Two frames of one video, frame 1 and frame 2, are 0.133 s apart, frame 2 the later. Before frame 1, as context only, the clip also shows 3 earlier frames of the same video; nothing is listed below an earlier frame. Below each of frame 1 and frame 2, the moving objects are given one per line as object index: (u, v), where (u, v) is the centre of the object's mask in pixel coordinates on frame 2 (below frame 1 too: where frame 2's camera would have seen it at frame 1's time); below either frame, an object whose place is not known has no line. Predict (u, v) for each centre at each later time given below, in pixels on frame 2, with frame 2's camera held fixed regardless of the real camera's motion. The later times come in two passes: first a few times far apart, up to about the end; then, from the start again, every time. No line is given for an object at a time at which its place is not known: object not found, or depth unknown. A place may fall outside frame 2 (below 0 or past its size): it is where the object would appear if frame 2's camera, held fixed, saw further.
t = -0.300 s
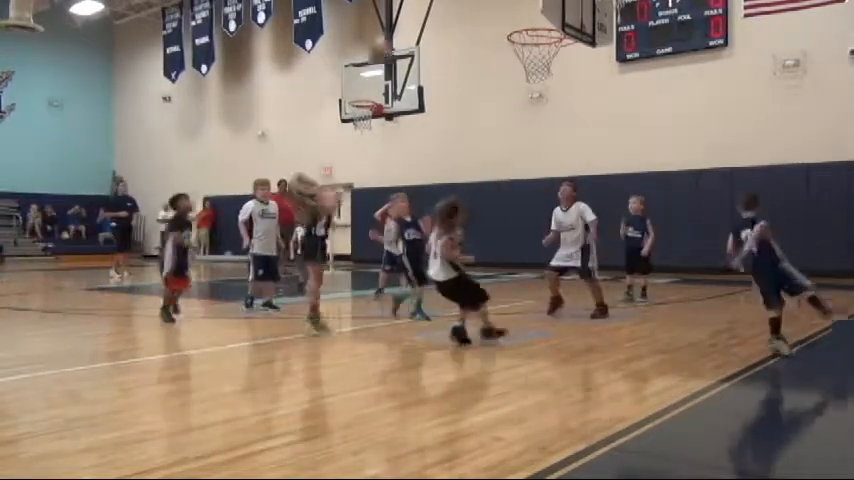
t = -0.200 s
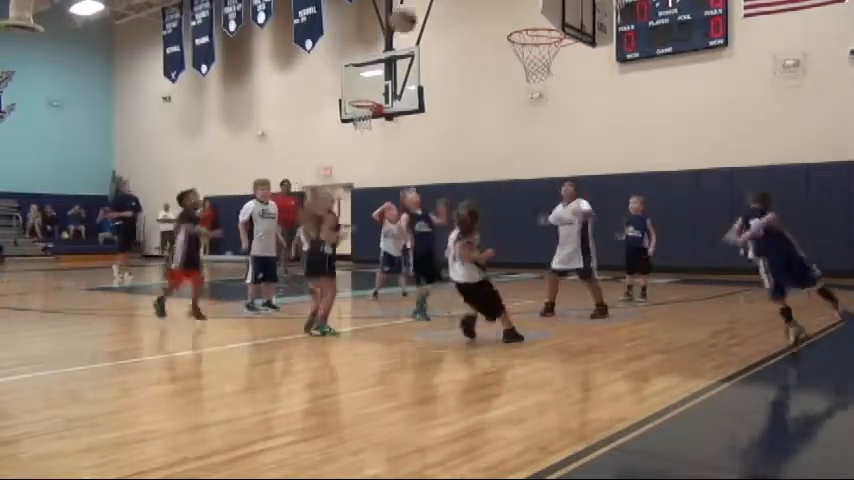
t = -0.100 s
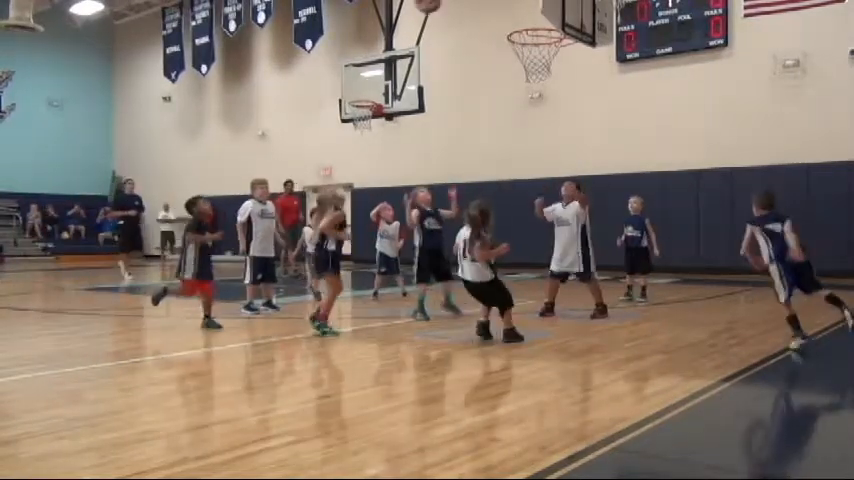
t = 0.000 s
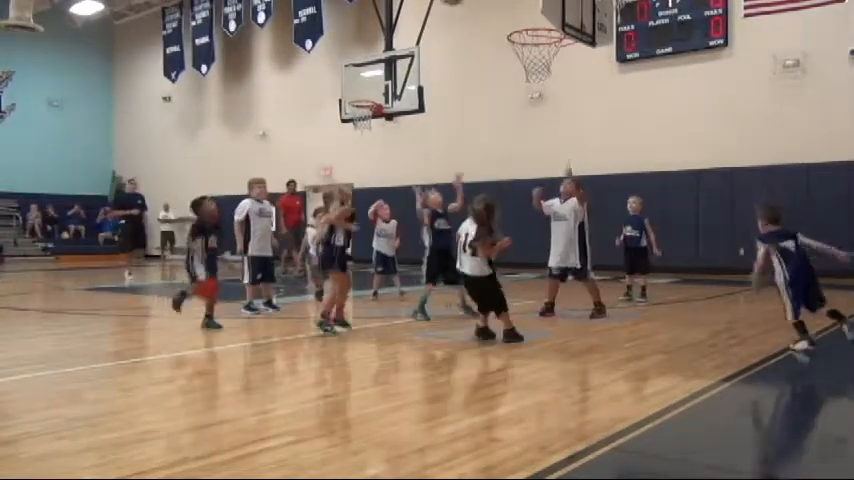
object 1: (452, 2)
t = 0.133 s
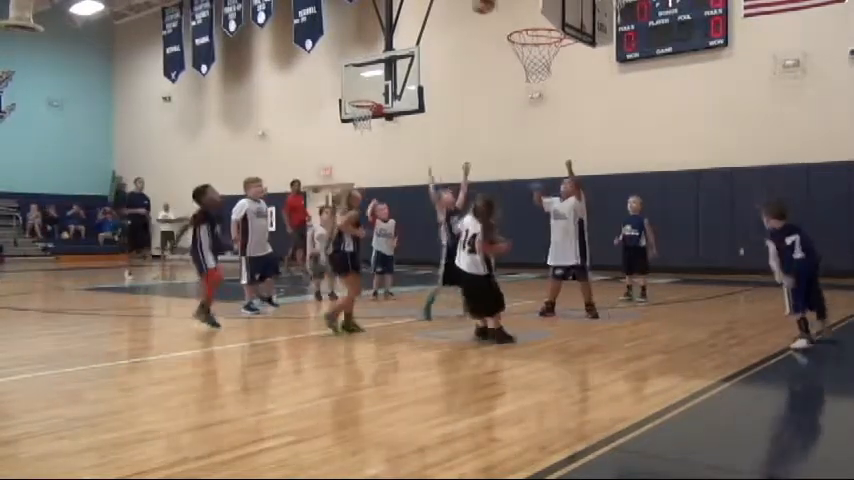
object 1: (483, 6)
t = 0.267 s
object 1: (505, 20)
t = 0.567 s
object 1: (475, 40)
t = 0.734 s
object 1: (458, 101)
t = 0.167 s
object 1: (491, 8)
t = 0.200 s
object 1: (499, 12)
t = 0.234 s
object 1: (506, 20)
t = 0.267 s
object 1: (505, 20)
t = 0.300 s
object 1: (502, 18)
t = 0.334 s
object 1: (499, 17)
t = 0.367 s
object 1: (495, 16)
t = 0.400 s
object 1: (492, 17)
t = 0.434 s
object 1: (489, 19)
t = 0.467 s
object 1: (486, 24)
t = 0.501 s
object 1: (482, 28)
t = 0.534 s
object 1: (479, 33)
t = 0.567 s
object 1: (475, 40)
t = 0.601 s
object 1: (472, 49)
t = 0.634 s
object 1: (468, 60)
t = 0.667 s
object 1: (465, 72)
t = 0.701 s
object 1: (461, 86)
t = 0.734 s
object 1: (458, 101)
